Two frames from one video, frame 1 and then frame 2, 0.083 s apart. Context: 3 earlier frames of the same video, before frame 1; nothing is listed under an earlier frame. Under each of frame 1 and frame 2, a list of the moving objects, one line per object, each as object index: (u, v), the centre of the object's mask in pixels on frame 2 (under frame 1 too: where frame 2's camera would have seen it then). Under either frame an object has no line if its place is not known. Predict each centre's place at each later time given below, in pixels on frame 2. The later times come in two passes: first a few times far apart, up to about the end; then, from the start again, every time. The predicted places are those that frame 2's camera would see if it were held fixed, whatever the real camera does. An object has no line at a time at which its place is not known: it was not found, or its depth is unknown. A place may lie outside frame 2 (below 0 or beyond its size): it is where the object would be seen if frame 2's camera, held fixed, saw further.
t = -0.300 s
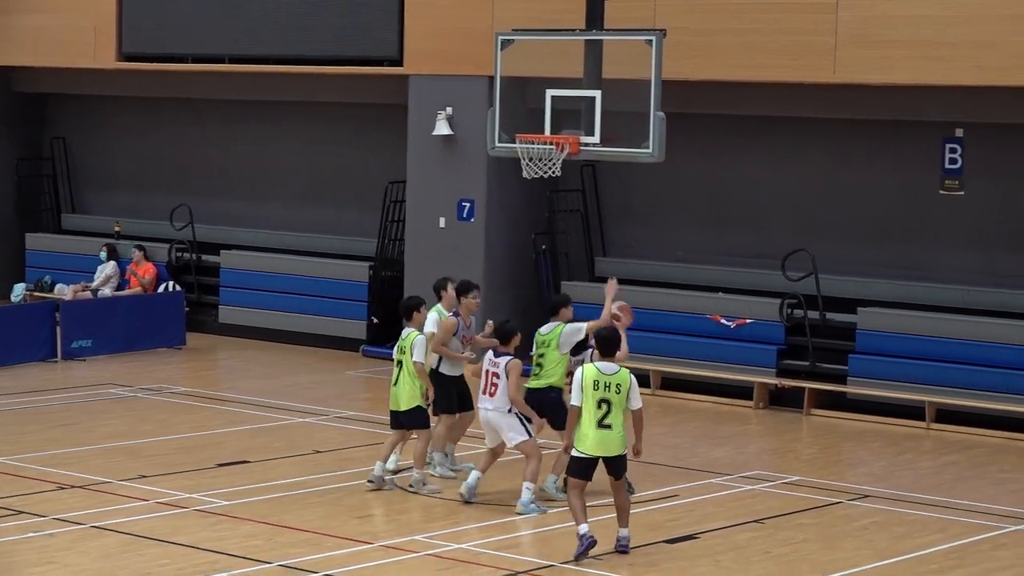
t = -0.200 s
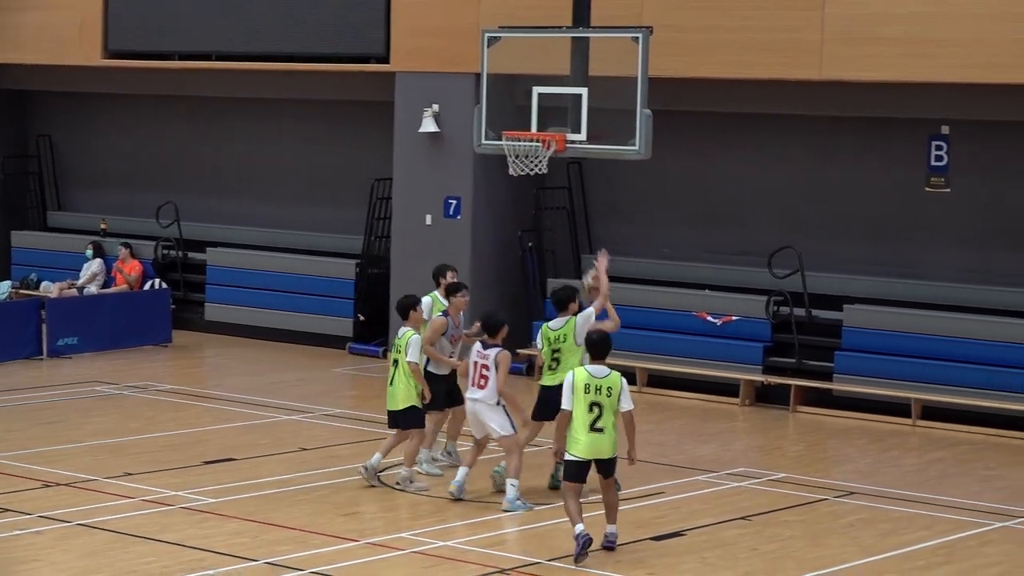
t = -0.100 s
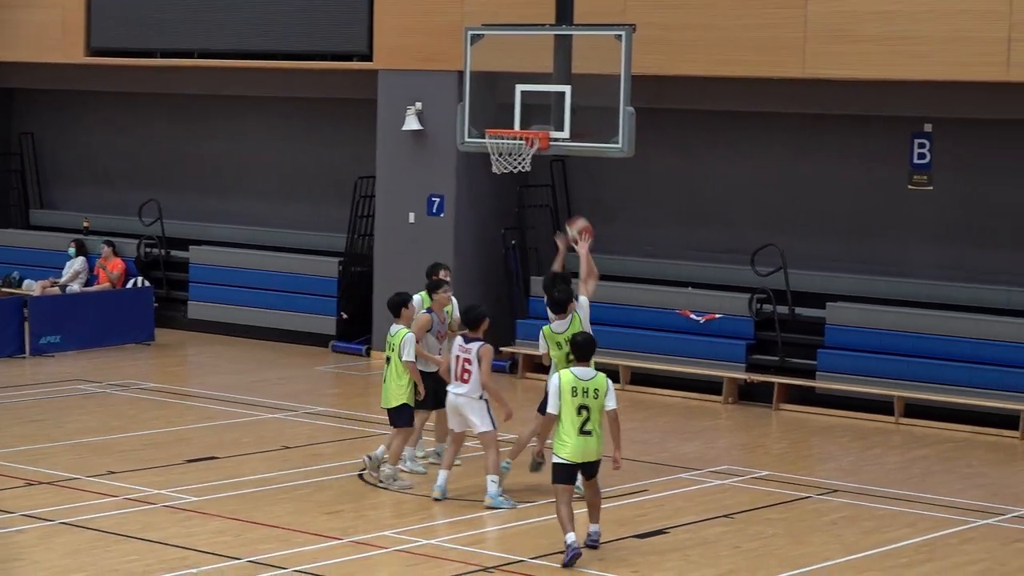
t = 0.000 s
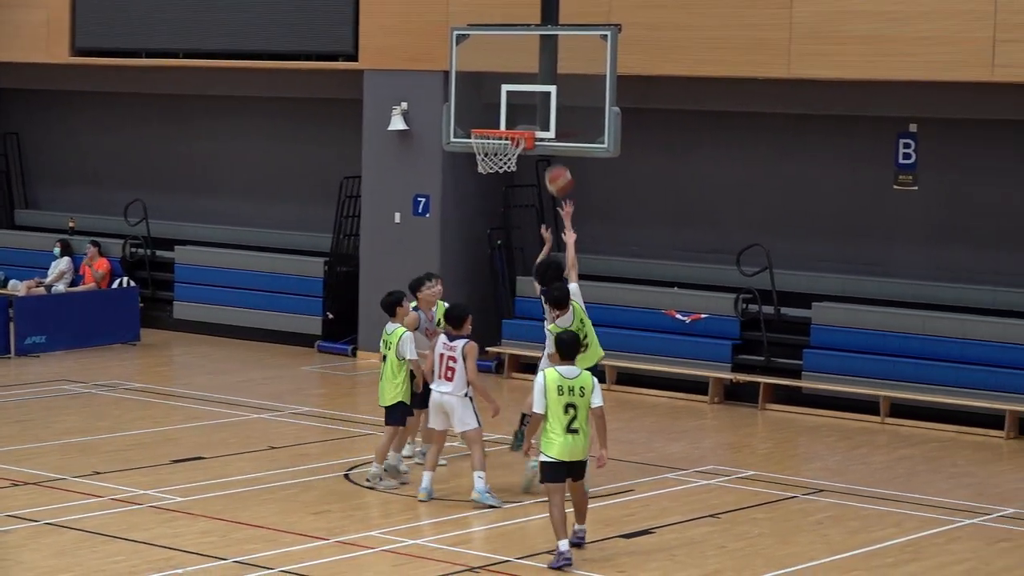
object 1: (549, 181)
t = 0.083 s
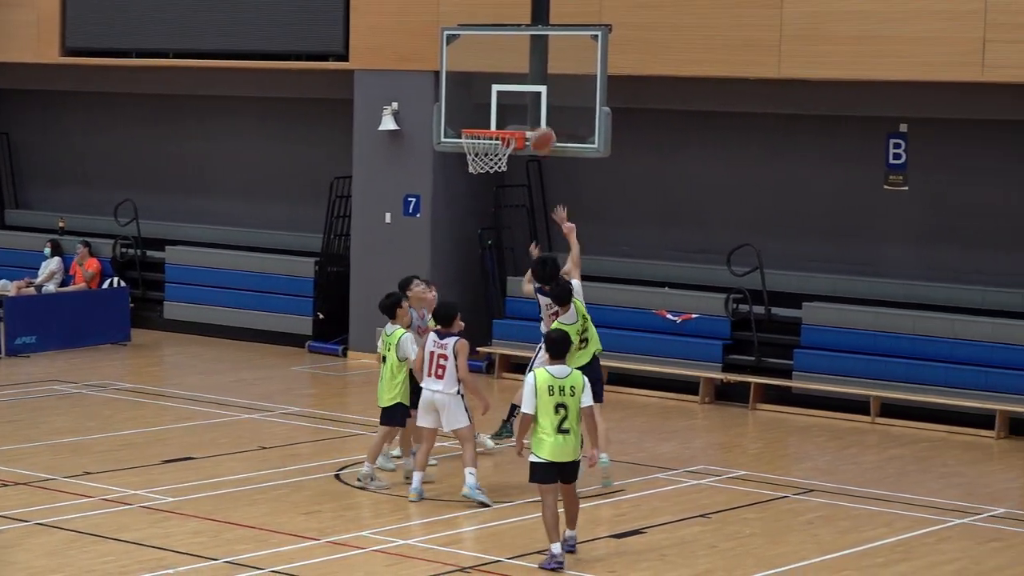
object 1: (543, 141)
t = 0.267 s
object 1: (527, 80)
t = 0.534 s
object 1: (503, 61)
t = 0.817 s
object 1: (476, 116)
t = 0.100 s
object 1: (541, 133)
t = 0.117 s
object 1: (540, 127)
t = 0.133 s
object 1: (538, 120)
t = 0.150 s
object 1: (537, 114)
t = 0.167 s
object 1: (535, 109)
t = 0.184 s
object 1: (534, 103)
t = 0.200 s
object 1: (532, 97)
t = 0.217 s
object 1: (531, 92)
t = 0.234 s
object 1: (529, 88)
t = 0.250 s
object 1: (529, 85)
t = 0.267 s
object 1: (527, 80)
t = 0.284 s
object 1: (526, 77)
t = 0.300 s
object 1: (524, 74)
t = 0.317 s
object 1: (523, 70)
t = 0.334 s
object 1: (521, 67)
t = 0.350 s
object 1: (520, 66)
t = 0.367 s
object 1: (518, 64)
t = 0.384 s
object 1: (517, 62)
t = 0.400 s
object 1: (515, 61)
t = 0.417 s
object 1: (513, 60)
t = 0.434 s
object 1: (512, 59)
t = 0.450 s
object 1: (511, 58)
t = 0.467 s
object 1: (509, 58)
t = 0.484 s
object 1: (507, 59)
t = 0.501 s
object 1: (506, 59)
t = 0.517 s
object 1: (505, 60)
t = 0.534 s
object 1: (503, 61)
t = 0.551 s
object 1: (502, 62)
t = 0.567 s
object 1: (500, 63)
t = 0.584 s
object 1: (498, 65)
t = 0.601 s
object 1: (497, 68)
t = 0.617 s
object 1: (495, 70)
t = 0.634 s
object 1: (493, 74)
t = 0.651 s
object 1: (492, 77)
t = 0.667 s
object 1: (490, 81)
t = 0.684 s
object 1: (489, 84)
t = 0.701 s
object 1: (487, 88)
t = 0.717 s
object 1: (485, 93)
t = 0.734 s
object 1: (483, 98)
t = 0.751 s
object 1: (482, 103)
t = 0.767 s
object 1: (480, 108)
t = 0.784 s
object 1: (479, 114)
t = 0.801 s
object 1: (477, 117)
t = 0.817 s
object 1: (476, 116)
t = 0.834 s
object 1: (475, 113)
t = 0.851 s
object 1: (473, 110)
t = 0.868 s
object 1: (472, 107)
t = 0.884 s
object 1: (470, 105)
